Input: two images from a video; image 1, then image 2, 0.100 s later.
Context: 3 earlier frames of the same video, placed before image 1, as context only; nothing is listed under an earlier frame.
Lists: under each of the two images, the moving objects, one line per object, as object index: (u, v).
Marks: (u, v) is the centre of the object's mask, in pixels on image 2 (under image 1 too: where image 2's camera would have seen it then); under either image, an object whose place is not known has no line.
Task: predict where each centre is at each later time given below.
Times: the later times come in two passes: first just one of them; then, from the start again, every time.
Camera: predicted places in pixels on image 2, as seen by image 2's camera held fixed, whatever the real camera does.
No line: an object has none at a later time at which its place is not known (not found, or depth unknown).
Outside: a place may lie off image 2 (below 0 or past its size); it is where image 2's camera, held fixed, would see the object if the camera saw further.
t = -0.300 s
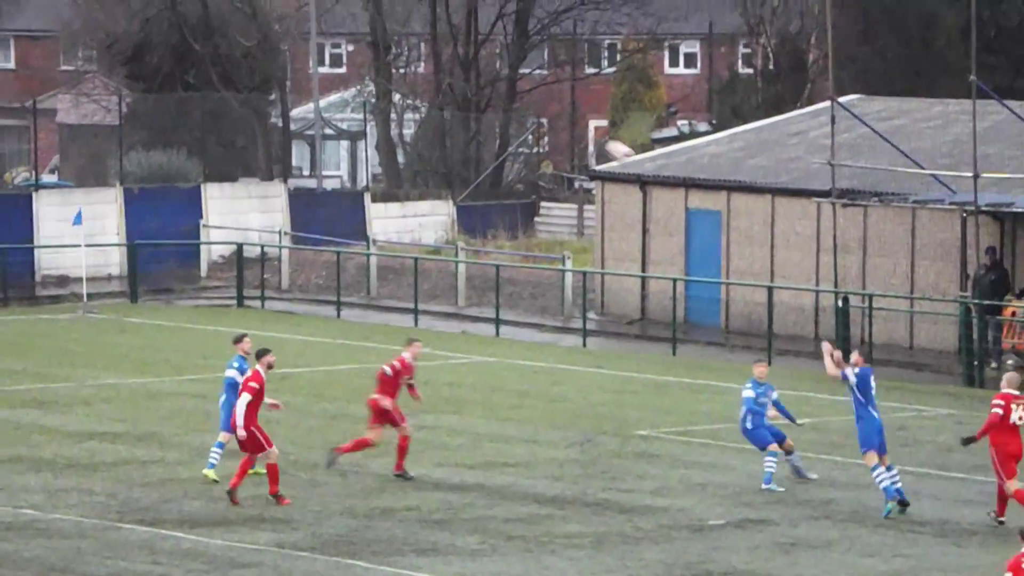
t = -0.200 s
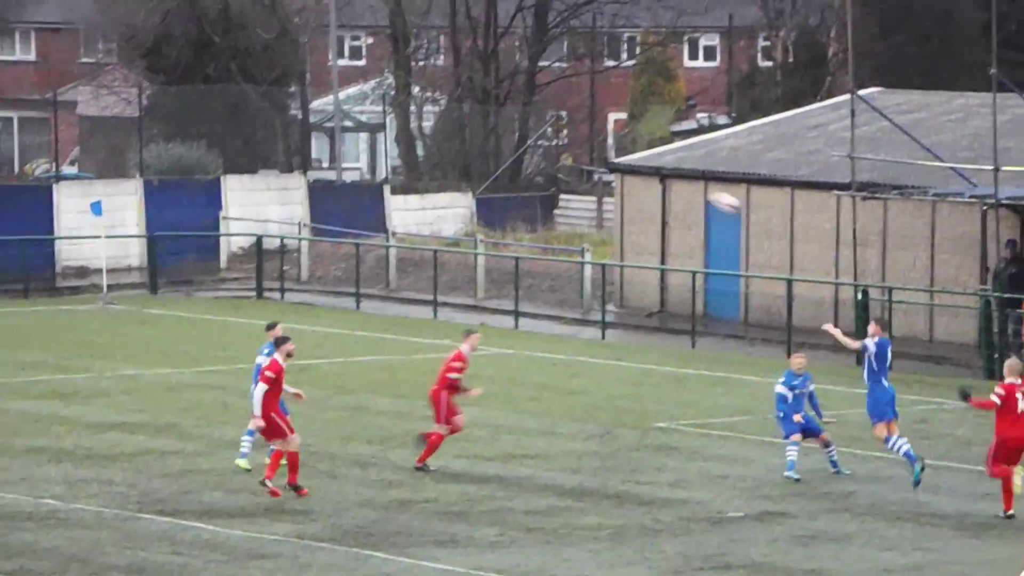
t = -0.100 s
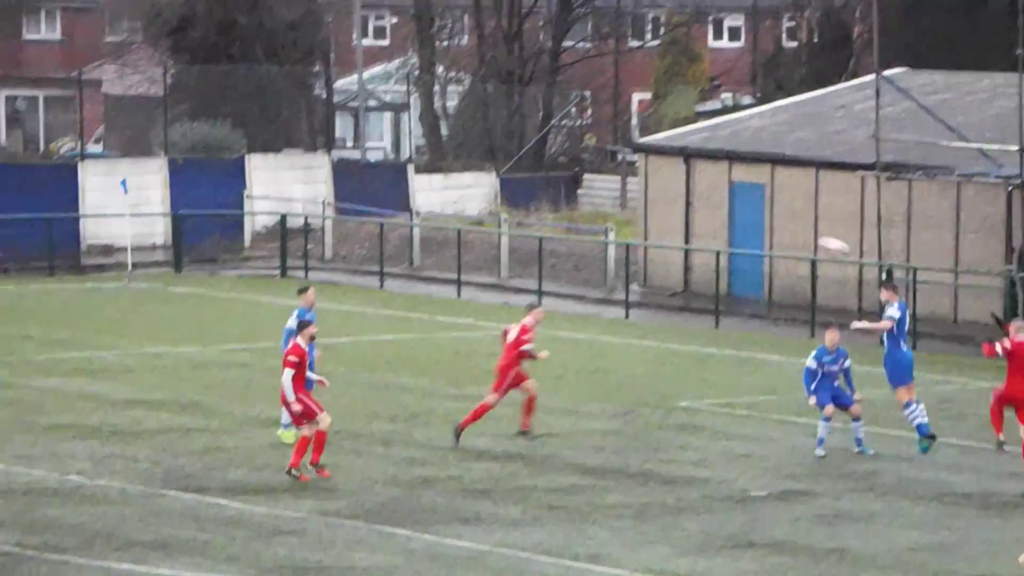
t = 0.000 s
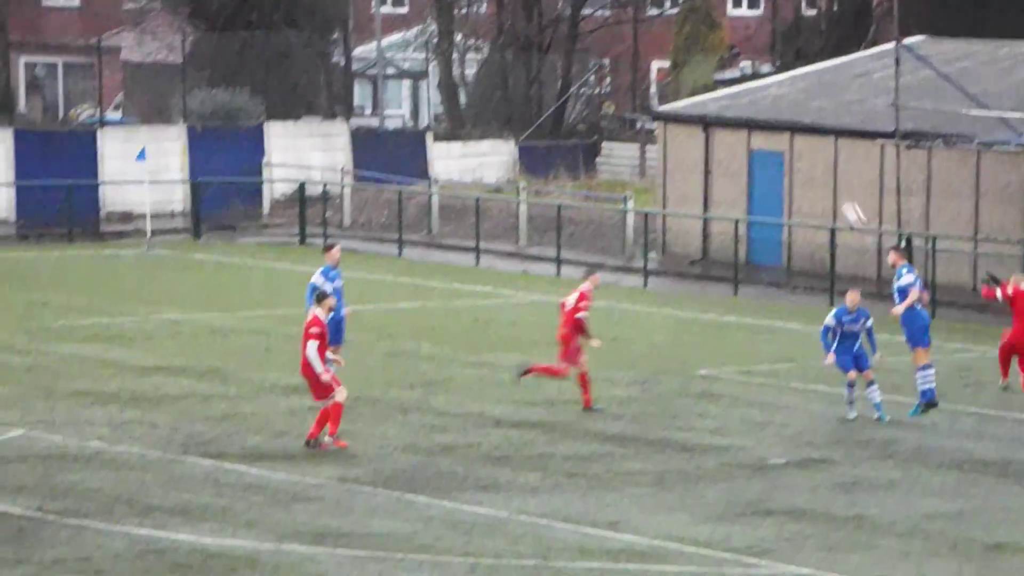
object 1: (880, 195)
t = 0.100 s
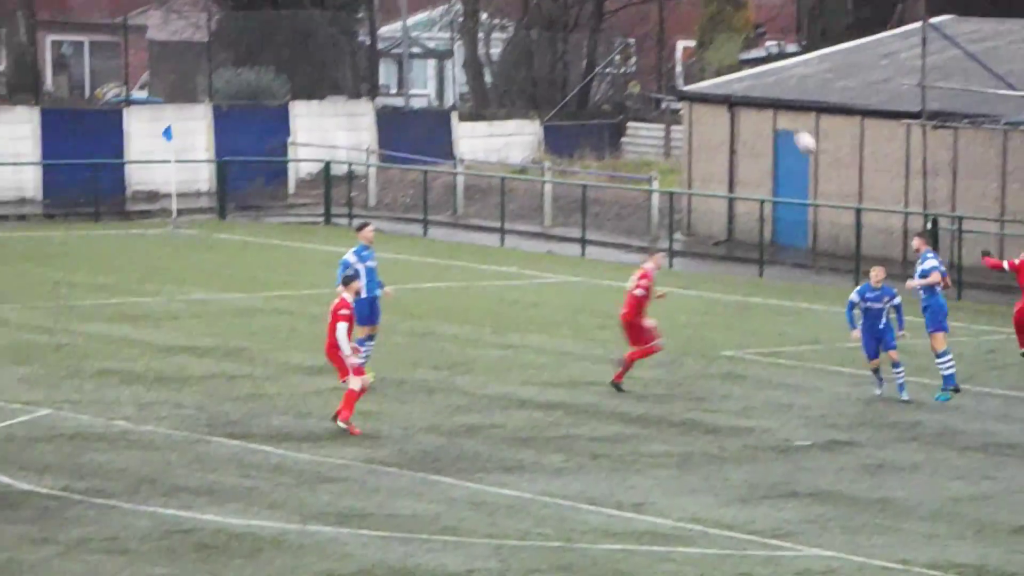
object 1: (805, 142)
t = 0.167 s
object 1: (757, 111)
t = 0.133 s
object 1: (781, 127)
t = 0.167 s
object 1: (757, 111)
